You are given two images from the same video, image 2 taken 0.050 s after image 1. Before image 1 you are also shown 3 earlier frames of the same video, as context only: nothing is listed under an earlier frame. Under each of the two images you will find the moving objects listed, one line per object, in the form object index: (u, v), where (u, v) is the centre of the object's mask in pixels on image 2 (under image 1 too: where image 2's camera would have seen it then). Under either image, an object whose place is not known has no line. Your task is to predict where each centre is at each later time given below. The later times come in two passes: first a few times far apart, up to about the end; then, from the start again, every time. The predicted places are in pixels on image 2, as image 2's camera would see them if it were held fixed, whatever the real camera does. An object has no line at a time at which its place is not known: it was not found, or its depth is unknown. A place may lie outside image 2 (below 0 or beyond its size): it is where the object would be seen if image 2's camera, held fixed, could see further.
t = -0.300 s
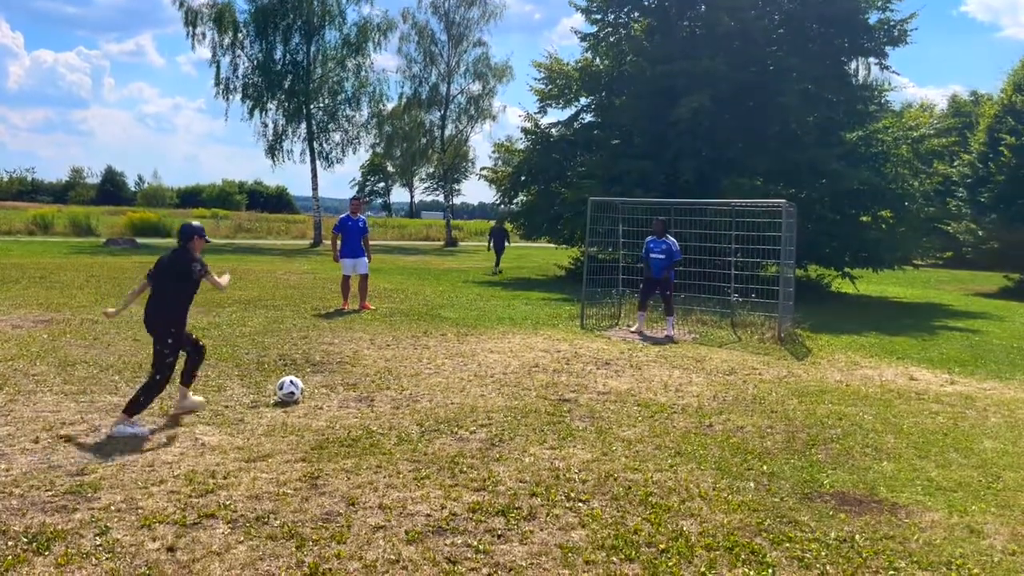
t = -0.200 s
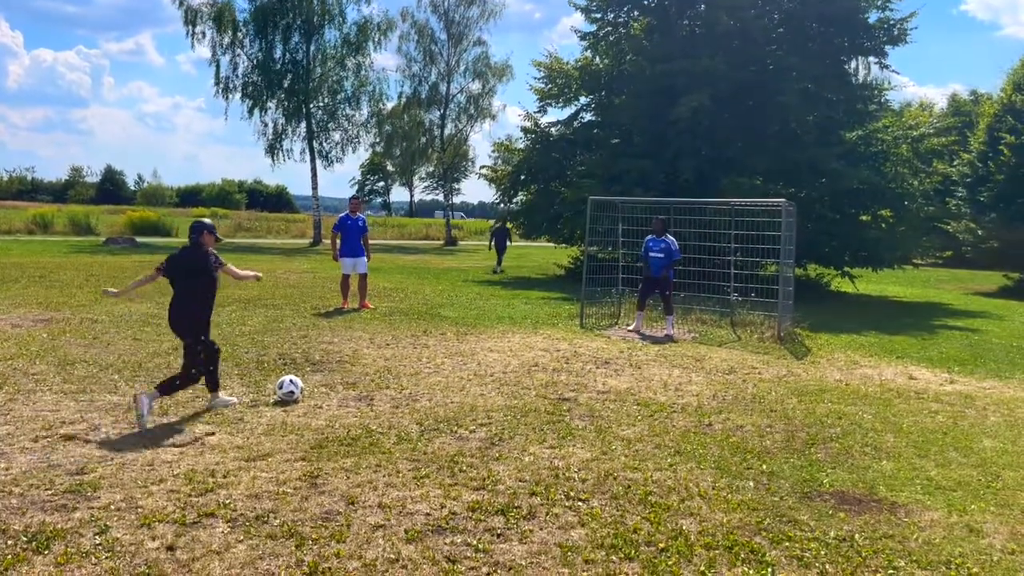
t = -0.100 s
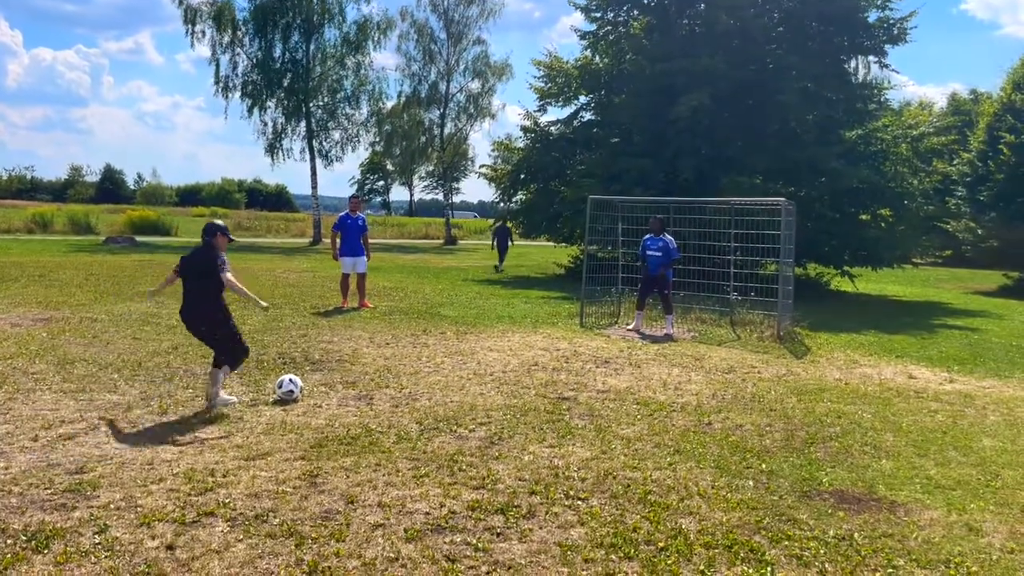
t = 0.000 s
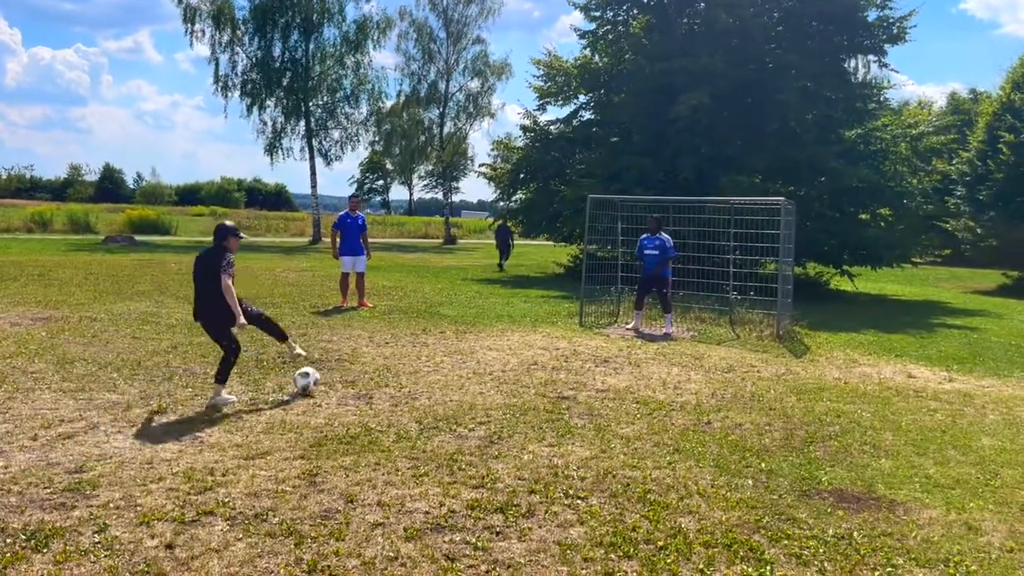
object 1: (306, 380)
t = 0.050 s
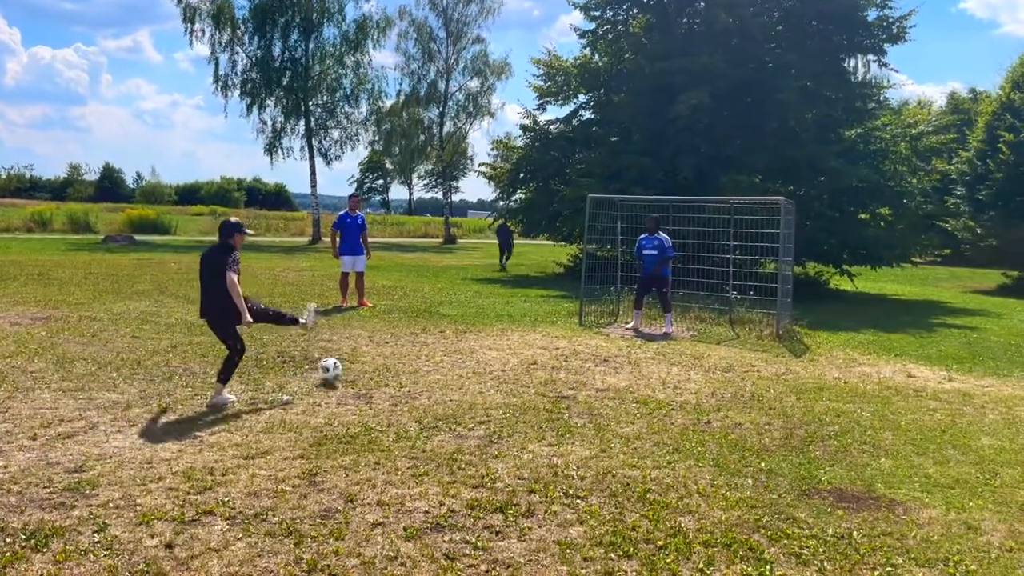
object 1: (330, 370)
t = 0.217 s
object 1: (388, 346)
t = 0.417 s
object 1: (436, 330)
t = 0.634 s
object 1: (473, 320)
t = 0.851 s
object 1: (504, 312)
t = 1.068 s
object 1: (527, 304)
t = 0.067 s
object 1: (336, 368)
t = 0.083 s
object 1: (343, 366)
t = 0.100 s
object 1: (350, 364)
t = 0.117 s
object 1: (356, 362)
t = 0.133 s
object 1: (362, 358)
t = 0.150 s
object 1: (367, 355)
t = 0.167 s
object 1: (373, 353)
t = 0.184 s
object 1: (378, 349)
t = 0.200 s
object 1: (384, 347)
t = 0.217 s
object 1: (388, 346)
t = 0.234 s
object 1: (393, 343)
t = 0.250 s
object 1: (396, 341)
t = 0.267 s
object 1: (401, 340)
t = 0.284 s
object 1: (406, 340)
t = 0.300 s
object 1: (409, 339)
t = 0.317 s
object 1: (415, 339)
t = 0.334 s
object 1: (418, 340)
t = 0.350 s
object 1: (422, 340)
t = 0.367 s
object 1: (425, 339)
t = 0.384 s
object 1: (428, 337)
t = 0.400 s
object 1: (432, 335)
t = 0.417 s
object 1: (436, 330)
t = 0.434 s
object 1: (438, 328)
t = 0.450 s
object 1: (442, 326)
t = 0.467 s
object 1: (445, 325)
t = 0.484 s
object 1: (448, 323)
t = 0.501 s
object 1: (451, 321)
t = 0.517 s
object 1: (455, 320)
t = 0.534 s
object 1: (457, 320)
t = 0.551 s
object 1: (459, 320)
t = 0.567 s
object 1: (463, 320)
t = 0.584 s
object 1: (466, 318)
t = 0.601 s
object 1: (468, 319)
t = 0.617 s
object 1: (471, 320)
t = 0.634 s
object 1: (473, 320)
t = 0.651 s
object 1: (475, 321)
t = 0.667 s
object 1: (478, 320)
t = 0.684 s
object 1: (481, 319)
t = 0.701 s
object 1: (483, 317)
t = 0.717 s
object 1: (486, 317)
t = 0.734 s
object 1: (488, 315)
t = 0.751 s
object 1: (491, 314)
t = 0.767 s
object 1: (492, 314)
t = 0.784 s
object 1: (495, 313)
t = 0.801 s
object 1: (497, 312)
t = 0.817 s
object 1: (499, 313)
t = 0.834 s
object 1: (501, 312)
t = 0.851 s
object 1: (504, 312)
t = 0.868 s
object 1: (506, 310)
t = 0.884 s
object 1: (507, 310)
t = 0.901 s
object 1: (509, 310)
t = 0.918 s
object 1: (511, 309)
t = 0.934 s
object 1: (514, 308)
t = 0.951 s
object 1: (516, 308)
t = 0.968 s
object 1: (517, 308)
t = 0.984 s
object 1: (518, 307)
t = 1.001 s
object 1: (520, 307)
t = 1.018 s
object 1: (522, 306)
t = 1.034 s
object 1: (524, 305)
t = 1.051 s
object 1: (525, 304)
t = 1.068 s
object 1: (527, 304)
